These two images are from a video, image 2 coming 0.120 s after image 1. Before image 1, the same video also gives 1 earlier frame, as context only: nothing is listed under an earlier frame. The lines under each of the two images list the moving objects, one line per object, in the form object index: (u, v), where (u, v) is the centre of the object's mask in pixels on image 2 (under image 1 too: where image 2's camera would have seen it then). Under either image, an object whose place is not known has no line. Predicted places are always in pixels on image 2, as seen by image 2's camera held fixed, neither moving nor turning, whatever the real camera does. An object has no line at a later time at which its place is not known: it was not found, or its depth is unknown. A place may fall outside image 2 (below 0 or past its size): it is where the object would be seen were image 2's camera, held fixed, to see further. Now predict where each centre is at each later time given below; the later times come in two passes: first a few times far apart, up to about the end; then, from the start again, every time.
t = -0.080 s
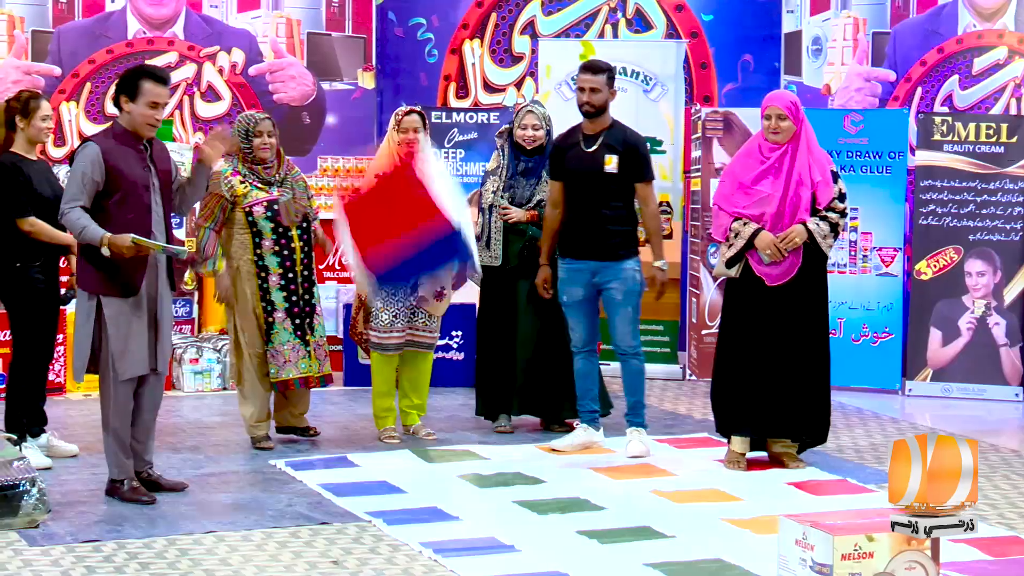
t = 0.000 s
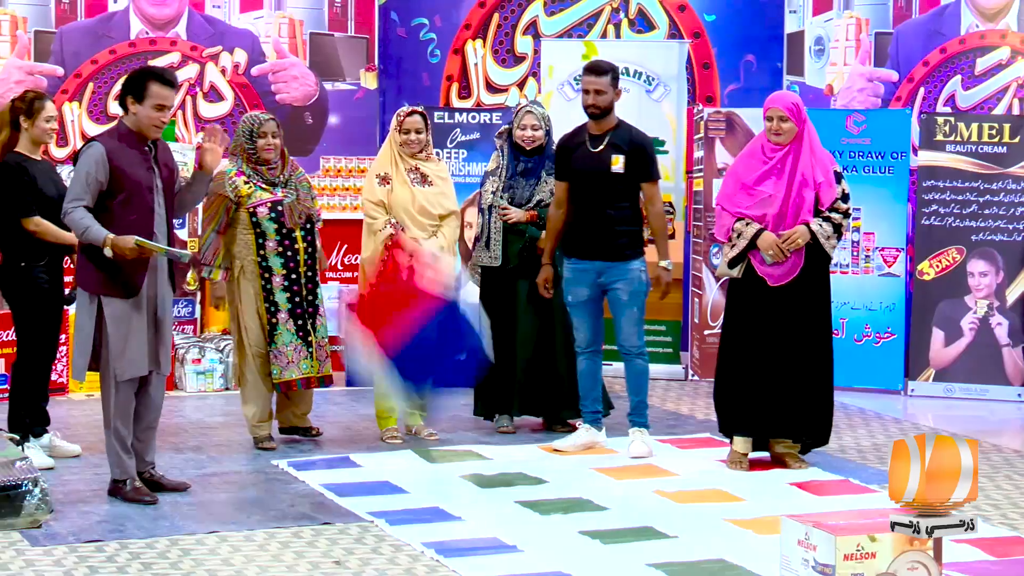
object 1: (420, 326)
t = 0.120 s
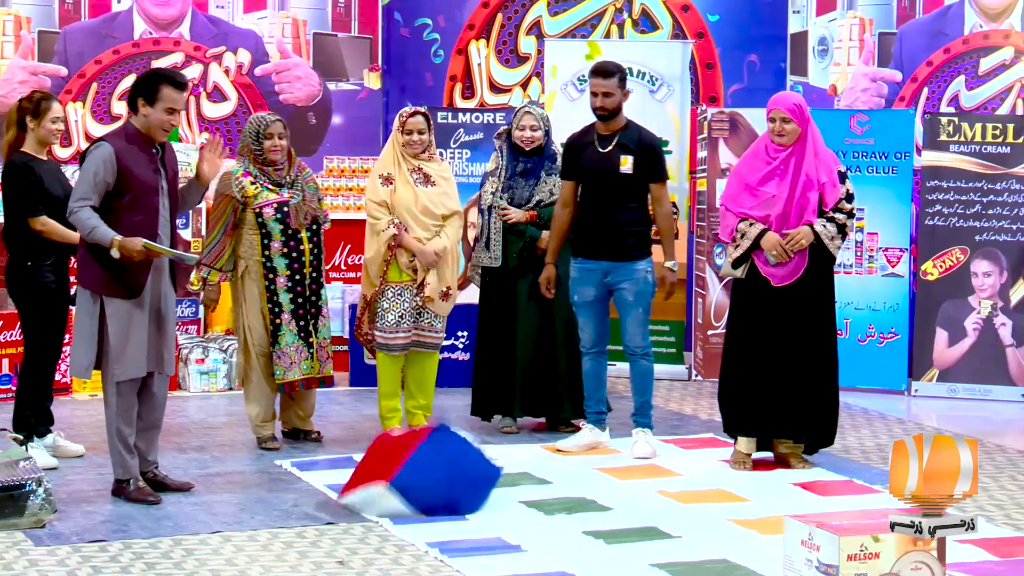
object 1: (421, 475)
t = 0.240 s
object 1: (428, 446)
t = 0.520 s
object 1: (441, 456)
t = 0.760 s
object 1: (448, 455)
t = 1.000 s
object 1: (446, 455)
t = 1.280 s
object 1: (445, 455)
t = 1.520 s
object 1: (445, 455)
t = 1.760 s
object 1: (445, 455)
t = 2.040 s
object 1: (445, 455)
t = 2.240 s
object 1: (445, 455)
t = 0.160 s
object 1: (424, 465)
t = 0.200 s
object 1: (427, 454)
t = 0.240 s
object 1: (428, 446)
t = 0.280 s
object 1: (429, 441)
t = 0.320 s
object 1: (431, 440)
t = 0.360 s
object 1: (433, 443)
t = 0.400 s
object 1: (434, 449)
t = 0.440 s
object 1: (437, 455)
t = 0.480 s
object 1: (439, 458)
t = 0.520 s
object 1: (441, 456)
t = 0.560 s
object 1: (443, 455)
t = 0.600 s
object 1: (445, 454)
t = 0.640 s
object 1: (447, 454)
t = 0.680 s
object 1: (448, 455)
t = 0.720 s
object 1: (448, 455)
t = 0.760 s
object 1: (448, 455)
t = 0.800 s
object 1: (448, 455)
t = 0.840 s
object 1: (448, 455)
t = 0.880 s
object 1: (447, 455)
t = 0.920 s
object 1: (447, 455)
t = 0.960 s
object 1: (446, 455)
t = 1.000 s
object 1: (446, 455)
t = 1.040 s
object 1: (445, 455)
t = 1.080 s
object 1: (445, 455)
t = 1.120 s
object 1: (445, 455)
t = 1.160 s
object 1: (445, 455)
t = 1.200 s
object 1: (445, 455)
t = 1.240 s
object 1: (446, 455)
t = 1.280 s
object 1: (445, 455)
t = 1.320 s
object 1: (445, 455)
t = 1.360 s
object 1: (445, 455)
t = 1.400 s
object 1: (445, 455)
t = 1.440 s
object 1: (445, 455)
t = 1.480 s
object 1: (445, 455)
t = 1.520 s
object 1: (445, 455)
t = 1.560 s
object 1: (445, 455)
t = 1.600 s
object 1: (445, 455)
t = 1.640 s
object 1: (445, 455)
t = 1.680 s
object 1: (445, 455)
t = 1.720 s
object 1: (445, 455)
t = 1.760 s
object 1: (445, 455)
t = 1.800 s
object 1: (445, 455)
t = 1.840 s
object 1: (445, 455)
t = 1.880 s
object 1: (445, 455)
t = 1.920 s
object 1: (445, 455)
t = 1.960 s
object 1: (445, 455)
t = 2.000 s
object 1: (445, 455)
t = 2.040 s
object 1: (445, 455)
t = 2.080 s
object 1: (445, 455)
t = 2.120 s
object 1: (445, 455)
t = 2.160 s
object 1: (445, 455)
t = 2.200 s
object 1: (445, 455)
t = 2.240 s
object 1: (445, 455)
